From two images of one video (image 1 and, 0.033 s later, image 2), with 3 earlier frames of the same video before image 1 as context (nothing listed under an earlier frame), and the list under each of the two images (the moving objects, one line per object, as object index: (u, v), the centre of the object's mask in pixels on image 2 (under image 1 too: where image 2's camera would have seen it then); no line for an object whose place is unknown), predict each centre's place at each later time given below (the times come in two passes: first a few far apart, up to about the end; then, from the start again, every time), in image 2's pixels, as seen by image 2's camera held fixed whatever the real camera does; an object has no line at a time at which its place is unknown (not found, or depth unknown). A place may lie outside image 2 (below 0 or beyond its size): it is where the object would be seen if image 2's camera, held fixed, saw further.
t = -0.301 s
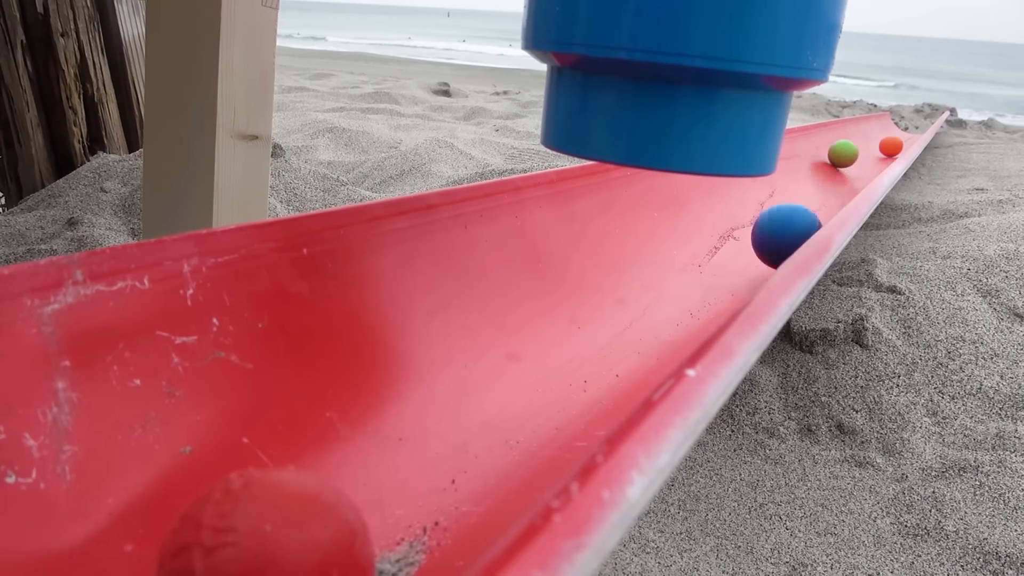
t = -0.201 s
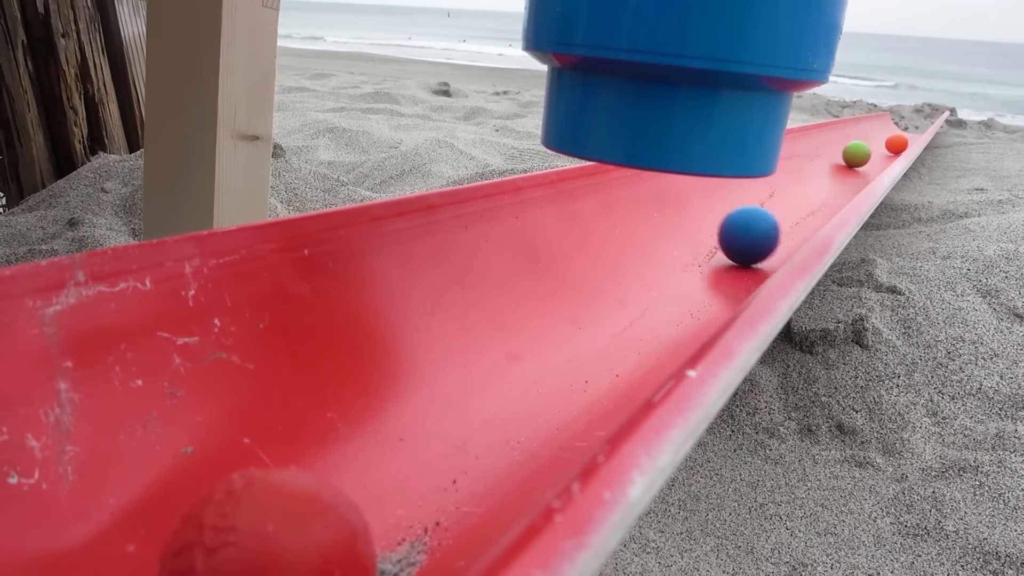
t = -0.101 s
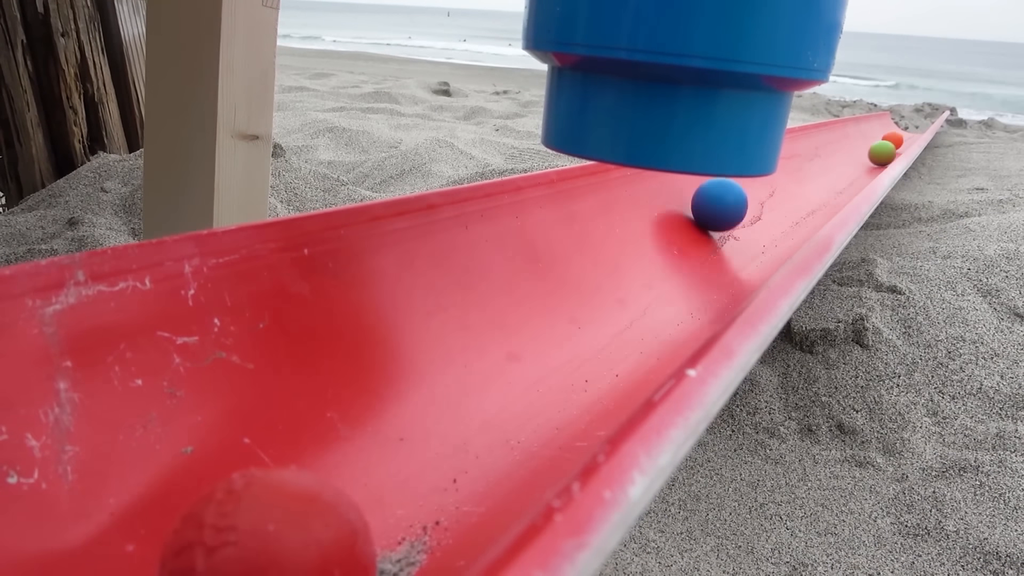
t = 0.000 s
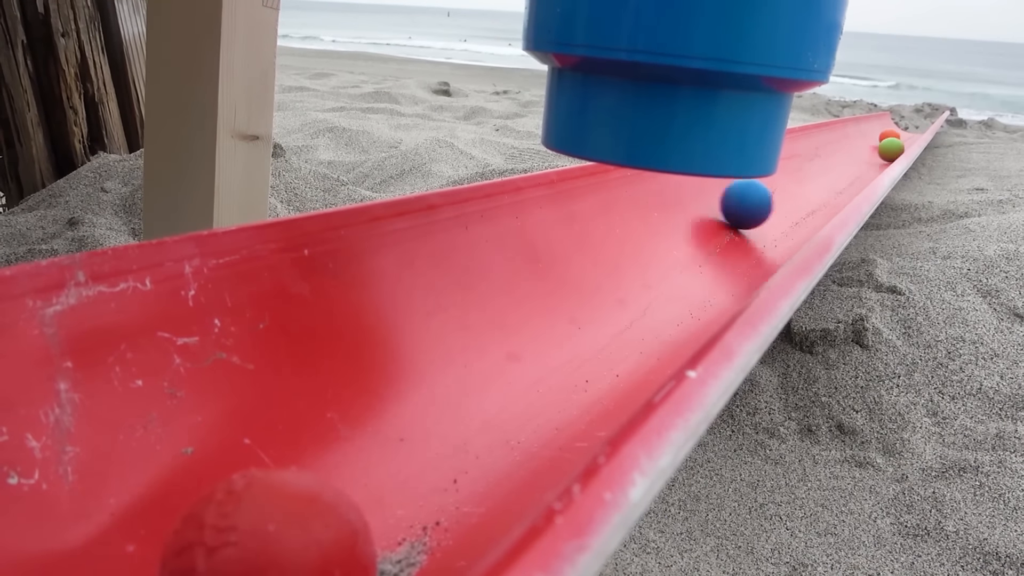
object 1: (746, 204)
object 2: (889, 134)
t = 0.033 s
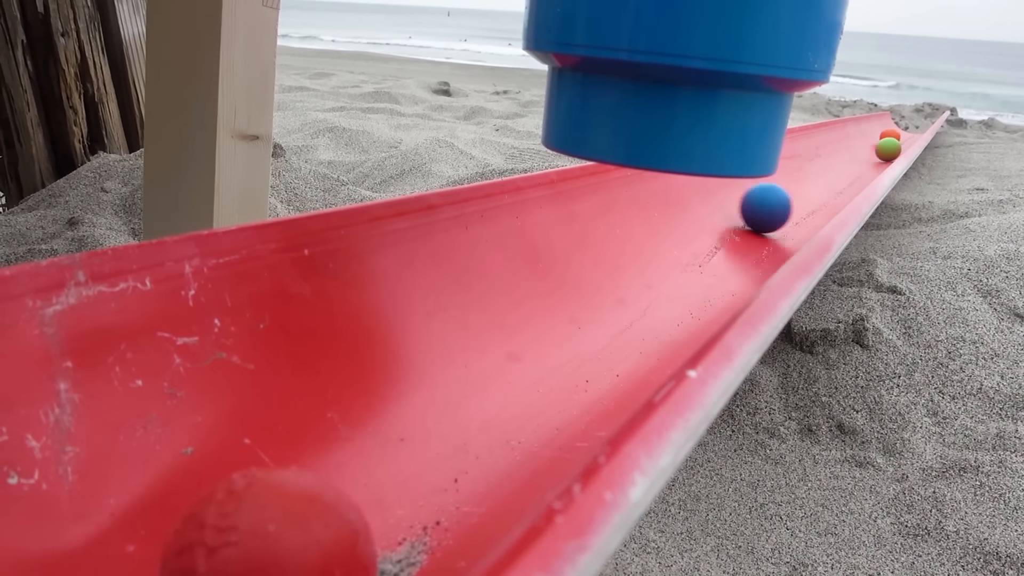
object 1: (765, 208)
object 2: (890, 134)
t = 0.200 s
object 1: (836, 192)
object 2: (903, 136)
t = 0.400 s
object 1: (798, 175)
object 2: (909, 130)
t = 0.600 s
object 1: (851, 174)
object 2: (908, 127)
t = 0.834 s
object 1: (853, 162)
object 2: (915, 126)
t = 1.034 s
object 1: (864, 155)
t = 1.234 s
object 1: (888, 150)
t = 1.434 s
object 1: (877, 141)
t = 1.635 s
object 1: (902, 140)
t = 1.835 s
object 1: (896, 136)
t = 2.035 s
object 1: (905, 132)
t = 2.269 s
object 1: (911, 130)
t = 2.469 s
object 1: (911, 126)
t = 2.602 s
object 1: (916, 129)
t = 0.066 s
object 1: (788, 208)
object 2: (893, 134)
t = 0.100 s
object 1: (809, 207)
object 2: (895, 136)
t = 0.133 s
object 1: (825, 200)
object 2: (897, 136)
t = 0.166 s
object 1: (833, 194)
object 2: (900, 136)
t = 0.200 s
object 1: (836, 192)
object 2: (903, 136)
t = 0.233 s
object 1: (832, 194)
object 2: (905, 135)
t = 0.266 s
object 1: (825, 194)
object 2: (906, 135)
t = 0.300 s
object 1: (815, 191)
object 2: (907, 134)
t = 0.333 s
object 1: (805, 186)
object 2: (907, 134)
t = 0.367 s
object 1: (800, 180)
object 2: (908, 132)
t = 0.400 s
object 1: (798, 175)
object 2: (909, 130)
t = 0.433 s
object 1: (800, 172)
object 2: (908, 128)
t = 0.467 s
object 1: (806, 171)
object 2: (906, 127)
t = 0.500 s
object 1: (816, 170)
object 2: (906, 127)
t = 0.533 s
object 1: (826, 175)
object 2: (907, 127)
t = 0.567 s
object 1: (839, 175)
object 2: (908, 127)
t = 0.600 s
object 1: (851, 174)
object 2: (908, 127)
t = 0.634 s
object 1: (860, 171)
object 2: (909, 128)
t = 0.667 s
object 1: (866, 168)
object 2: (910, 128)
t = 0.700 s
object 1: (869, 167)
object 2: (911, 128)
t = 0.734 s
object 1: (868, 166)
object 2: (912, 128)
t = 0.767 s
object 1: (865, 166)
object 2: (913, 127)
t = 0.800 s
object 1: (859, 164)
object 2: (915, 127)
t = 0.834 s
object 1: (853, 162)
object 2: (915, 126)
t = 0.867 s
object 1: (849, 159)
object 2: (917, 124)
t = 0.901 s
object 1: (847, 156)
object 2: (917, 123)
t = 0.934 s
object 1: (847, 154)
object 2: (916, 121)
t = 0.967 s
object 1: (851, 154)
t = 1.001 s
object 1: (856, 154)
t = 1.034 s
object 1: (864, 155)
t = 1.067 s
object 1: (872, 155)
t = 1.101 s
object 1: (880, 154)
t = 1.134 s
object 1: (887, 152)
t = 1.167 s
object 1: (889, 151)
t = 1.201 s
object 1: (890, 150)
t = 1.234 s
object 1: (888, 150)
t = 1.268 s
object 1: (884, 149)
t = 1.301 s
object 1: (880, 148)
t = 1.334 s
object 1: (877, 146)
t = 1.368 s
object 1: (875, 144)
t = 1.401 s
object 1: (875, 142)
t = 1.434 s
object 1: (877, 141)
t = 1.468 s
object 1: (879, 142)
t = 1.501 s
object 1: (884, 142)
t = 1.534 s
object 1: (889, 142)
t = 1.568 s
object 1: (894, 141)
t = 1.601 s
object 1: (899, 141)
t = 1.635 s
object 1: (902, 140)
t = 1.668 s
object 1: (904, 139)
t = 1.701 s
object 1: (904, 138)
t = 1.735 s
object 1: (903, 138)
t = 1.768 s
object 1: (901, 137)
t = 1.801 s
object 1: (899, 137)
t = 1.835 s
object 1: (896, 136)
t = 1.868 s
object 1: (895, 134)
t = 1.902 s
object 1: (895, 133)
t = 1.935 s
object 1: (896, 133)
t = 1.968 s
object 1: (898, 133)
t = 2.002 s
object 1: (901, 133)
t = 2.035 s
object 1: (905, 132)
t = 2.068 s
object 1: (908, 132)
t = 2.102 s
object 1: (911, 132)
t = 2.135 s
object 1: (913, 131)
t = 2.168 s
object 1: (914, 131)
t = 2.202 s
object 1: (914, 130)
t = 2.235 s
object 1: (913, 130)
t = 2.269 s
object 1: (911, 130)
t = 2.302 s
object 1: (910, 129)
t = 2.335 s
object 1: (909, 128)
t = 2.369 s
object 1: (908, 127)
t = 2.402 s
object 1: (909, 127)
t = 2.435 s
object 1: (910, 126)
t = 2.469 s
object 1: (911, 126)
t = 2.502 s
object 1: (913, 126)
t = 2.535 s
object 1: (915, 128)
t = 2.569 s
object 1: (916, 129)
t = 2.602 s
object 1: (916, 129)
